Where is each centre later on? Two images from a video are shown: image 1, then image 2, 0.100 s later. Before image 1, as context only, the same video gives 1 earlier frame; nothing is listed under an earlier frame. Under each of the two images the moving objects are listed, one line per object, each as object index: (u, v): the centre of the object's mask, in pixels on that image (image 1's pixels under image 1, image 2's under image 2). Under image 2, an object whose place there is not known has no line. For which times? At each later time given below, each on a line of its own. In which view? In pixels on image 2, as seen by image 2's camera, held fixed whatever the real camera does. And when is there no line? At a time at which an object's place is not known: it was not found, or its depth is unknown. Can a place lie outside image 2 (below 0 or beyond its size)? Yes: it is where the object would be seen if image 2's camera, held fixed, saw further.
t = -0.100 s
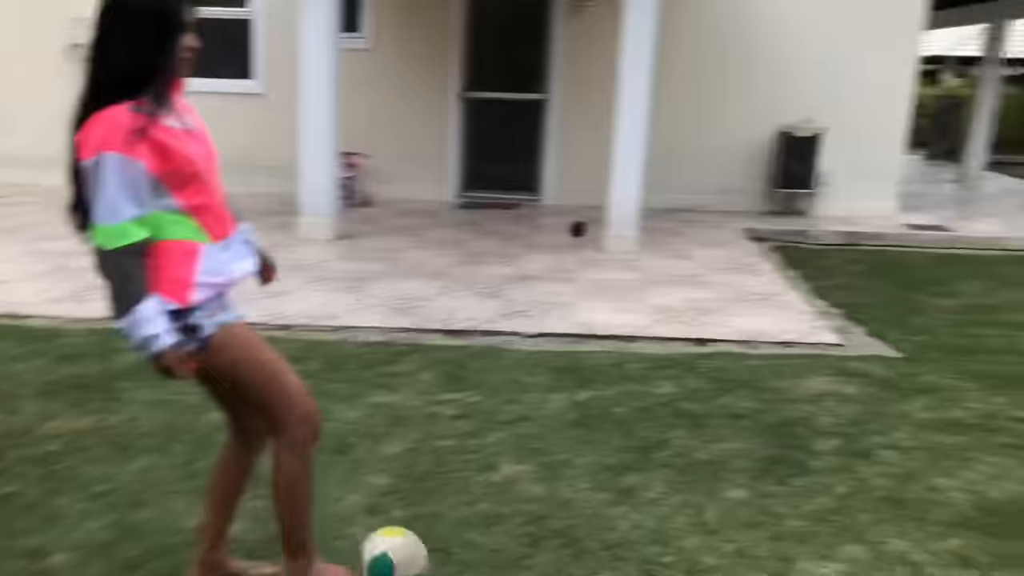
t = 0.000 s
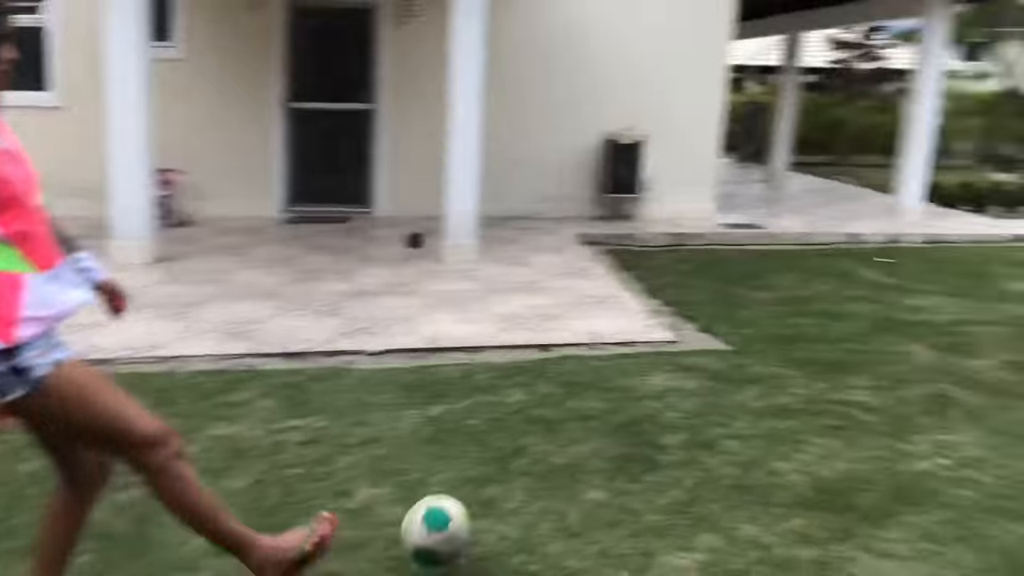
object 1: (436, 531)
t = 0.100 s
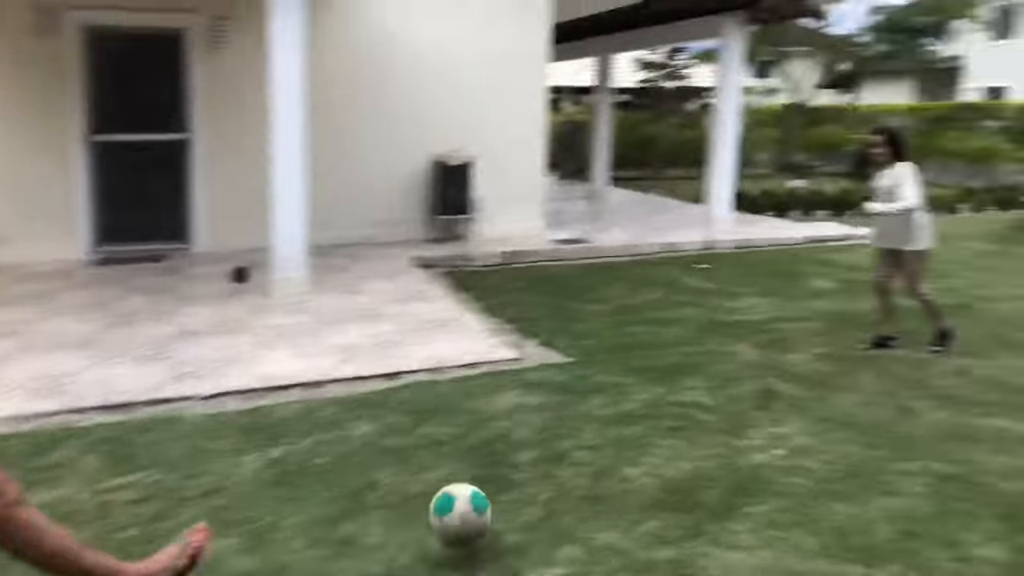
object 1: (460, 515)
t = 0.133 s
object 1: (503, 504)
